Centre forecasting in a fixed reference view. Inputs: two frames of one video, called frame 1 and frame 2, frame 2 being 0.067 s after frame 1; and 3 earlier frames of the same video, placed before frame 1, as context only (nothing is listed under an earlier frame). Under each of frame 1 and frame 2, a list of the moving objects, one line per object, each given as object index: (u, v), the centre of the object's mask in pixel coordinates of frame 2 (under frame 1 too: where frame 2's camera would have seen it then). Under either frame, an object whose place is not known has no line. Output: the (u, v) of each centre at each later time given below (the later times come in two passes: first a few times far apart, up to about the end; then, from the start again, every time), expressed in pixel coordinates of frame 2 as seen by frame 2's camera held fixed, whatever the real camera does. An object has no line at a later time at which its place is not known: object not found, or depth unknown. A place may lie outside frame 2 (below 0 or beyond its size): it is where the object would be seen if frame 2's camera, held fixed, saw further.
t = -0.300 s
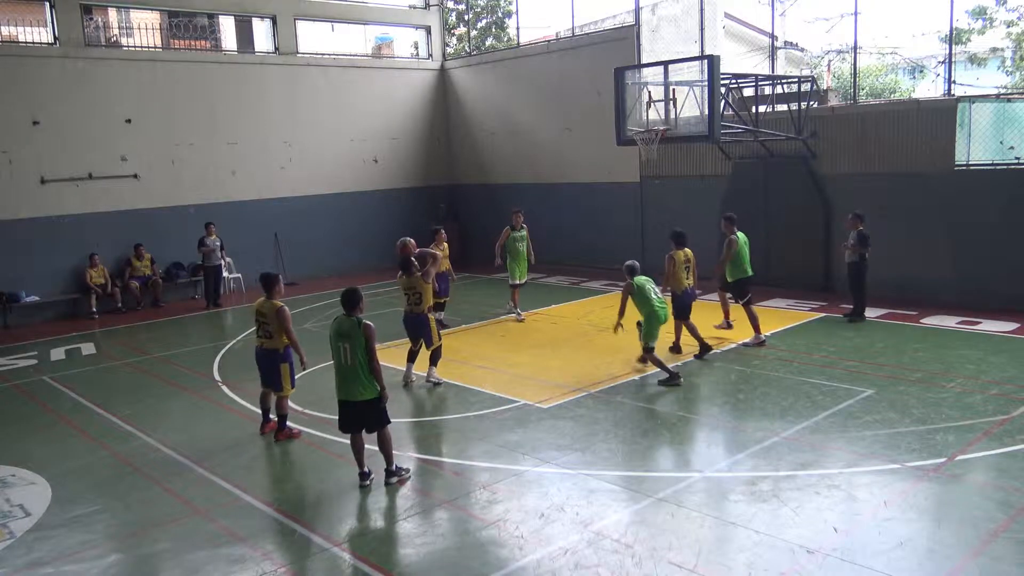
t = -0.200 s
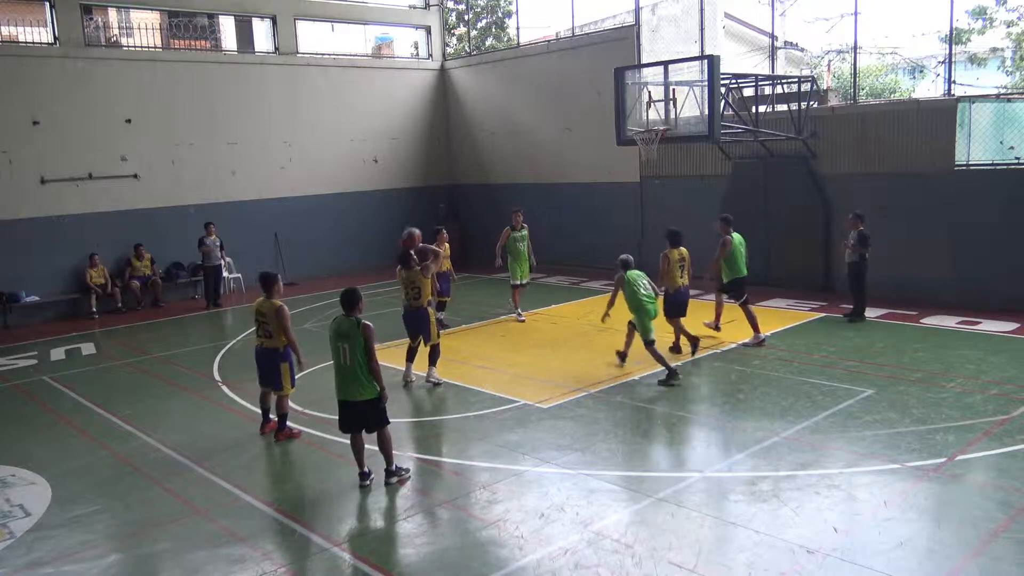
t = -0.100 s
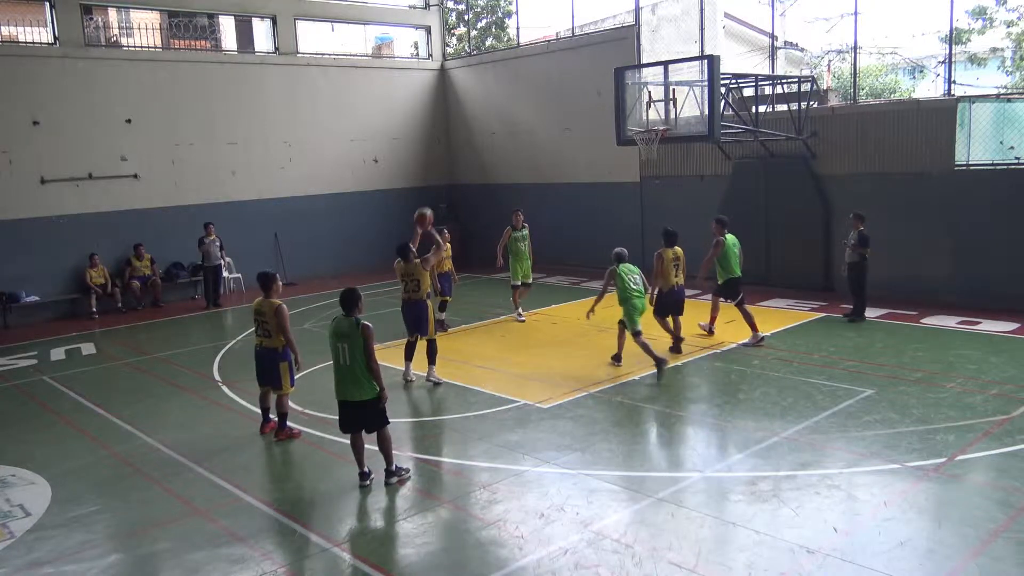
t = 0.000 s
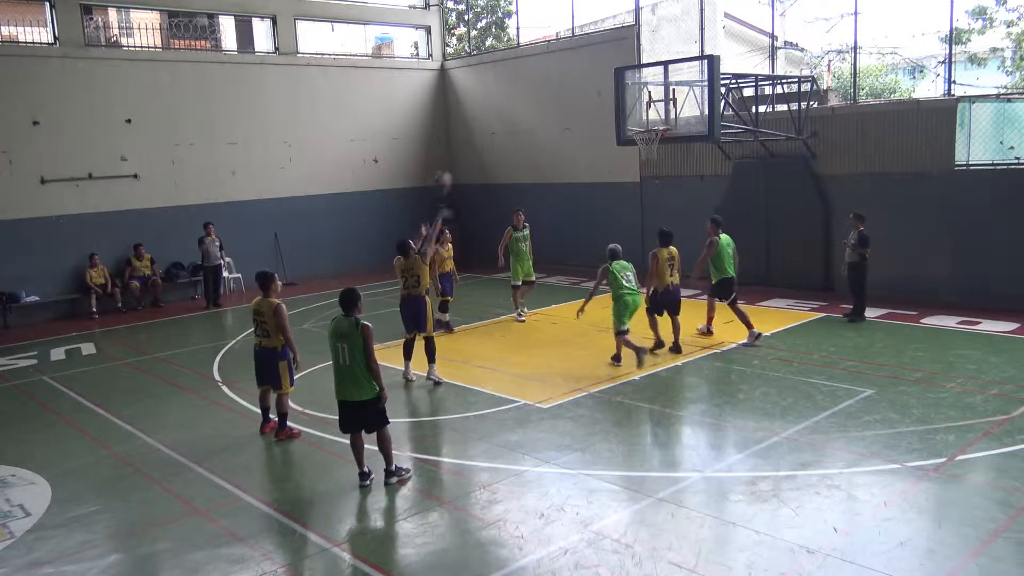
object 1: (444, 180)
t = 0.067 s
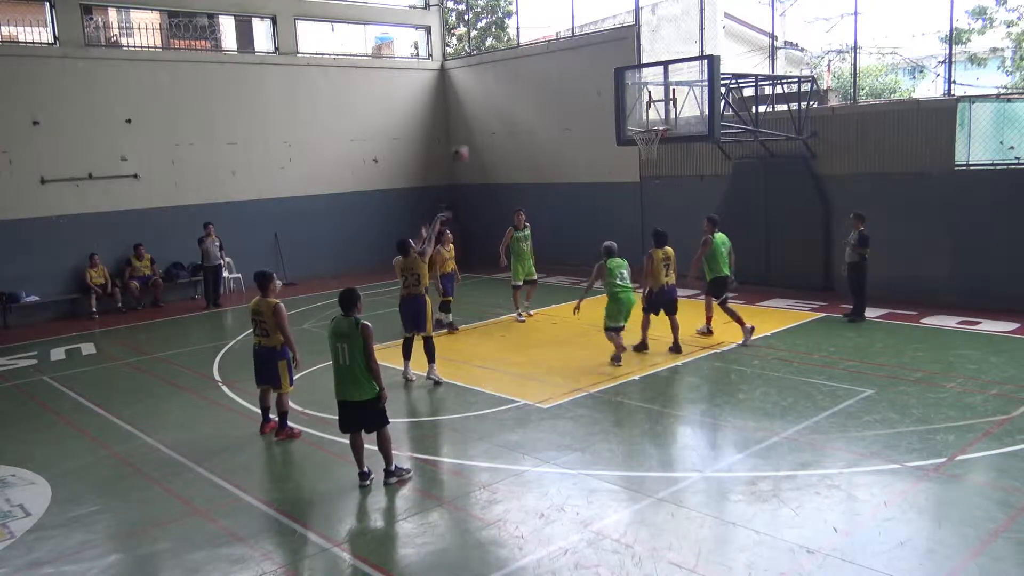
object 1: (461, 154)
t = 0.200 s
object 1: (492, 114)
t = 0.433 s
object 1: (547, 78)
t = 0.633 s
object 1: (588, 79)
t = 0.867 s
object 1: (632, 113)
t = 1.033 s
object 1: (650, 109)
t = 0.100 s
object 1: (469, 143)
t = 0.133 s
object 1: (477, 131)
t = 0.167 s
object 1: (484, 123)
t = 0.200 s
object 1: (492, 114)
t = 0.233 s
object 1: (500, 106)
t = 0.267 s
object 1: (508, 99)
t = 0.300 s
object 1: (516, 93)
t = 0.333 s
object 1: (525, 88)
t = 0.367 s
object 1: (532, 83)
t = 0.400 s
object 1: (539, 80)
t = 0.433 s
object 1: (547, 78)
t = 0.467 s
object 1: (554, 76)
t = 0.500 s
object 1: (561, 75)
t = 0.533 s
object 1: (568, 75)
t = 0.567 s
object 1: (575, 75)
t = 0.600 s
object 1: (581, 77)
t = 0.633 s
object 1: (588, 79)
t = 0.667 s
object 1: (595, 82)
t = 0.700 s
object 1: (601, 86)
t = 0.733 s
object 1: (607, 90)
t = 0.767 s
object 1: (614, 94)
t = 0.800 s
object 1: (619, 97)
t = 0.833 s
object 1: (627, 105)
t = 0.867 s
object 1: (632, 113)
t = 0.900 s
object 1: (637, 119)
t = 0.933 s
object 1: (642, 125)
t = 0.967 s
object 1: (645, 120)
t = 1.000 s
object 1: (647, 114)
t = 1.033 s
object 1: (650, 109)
